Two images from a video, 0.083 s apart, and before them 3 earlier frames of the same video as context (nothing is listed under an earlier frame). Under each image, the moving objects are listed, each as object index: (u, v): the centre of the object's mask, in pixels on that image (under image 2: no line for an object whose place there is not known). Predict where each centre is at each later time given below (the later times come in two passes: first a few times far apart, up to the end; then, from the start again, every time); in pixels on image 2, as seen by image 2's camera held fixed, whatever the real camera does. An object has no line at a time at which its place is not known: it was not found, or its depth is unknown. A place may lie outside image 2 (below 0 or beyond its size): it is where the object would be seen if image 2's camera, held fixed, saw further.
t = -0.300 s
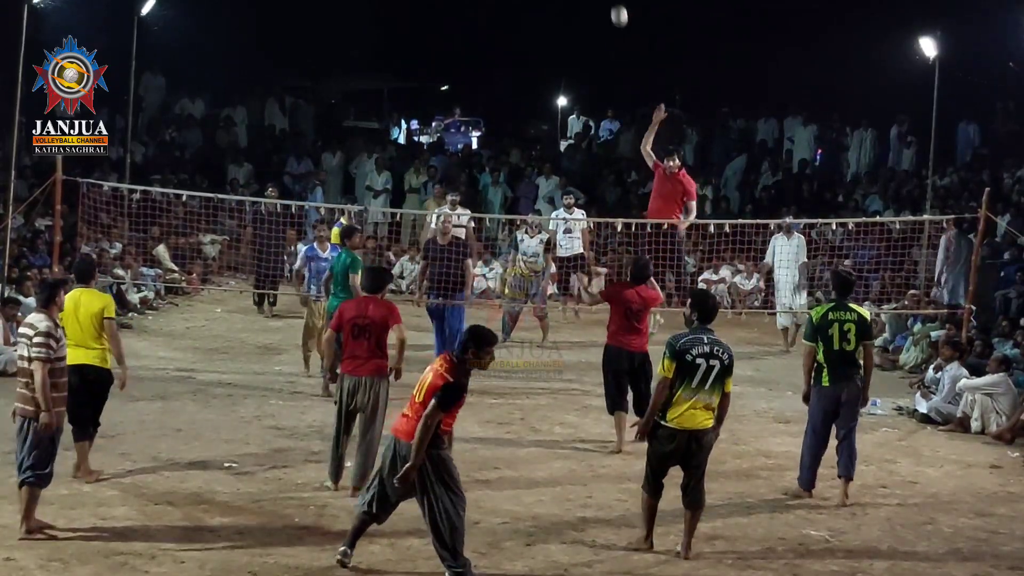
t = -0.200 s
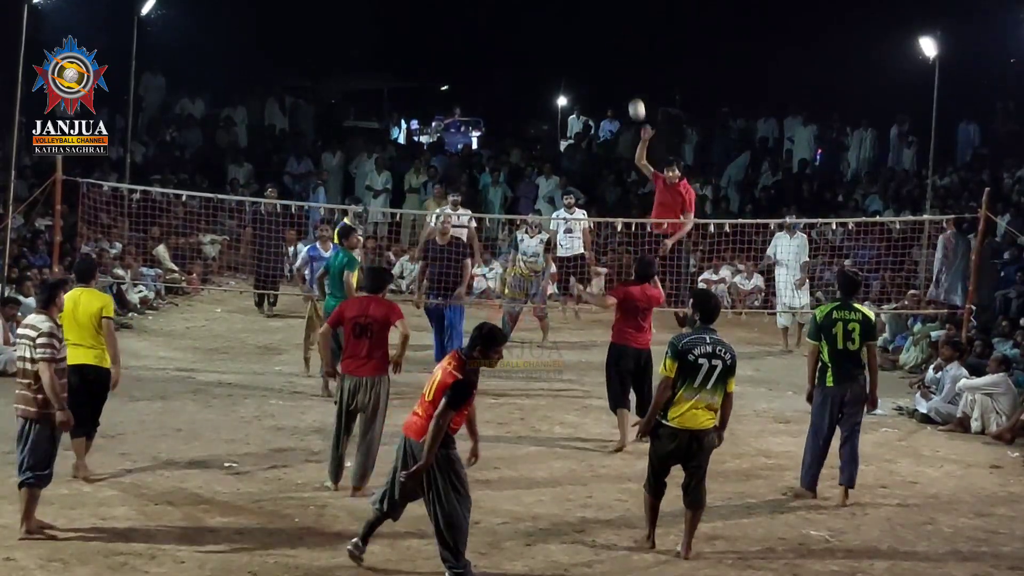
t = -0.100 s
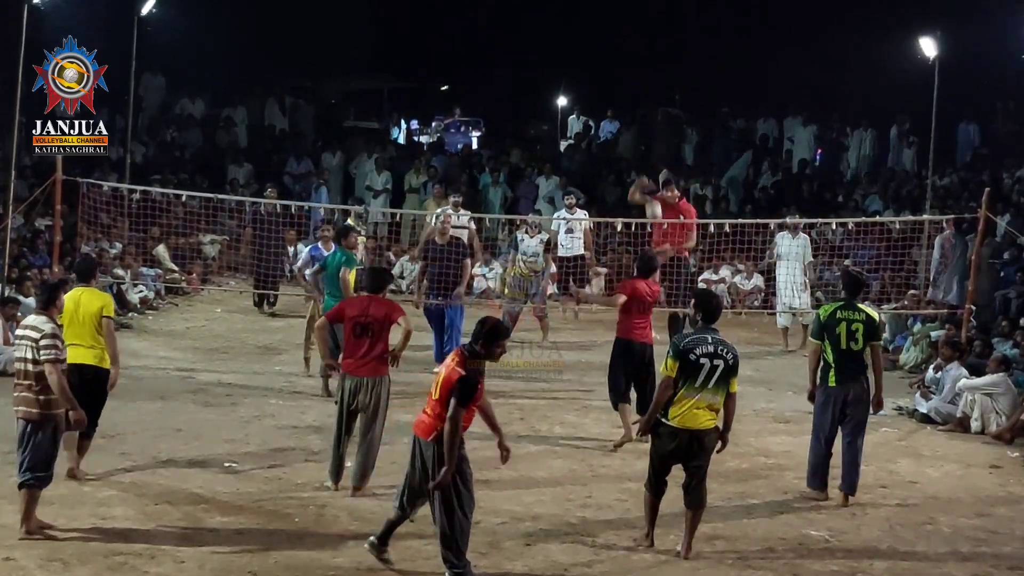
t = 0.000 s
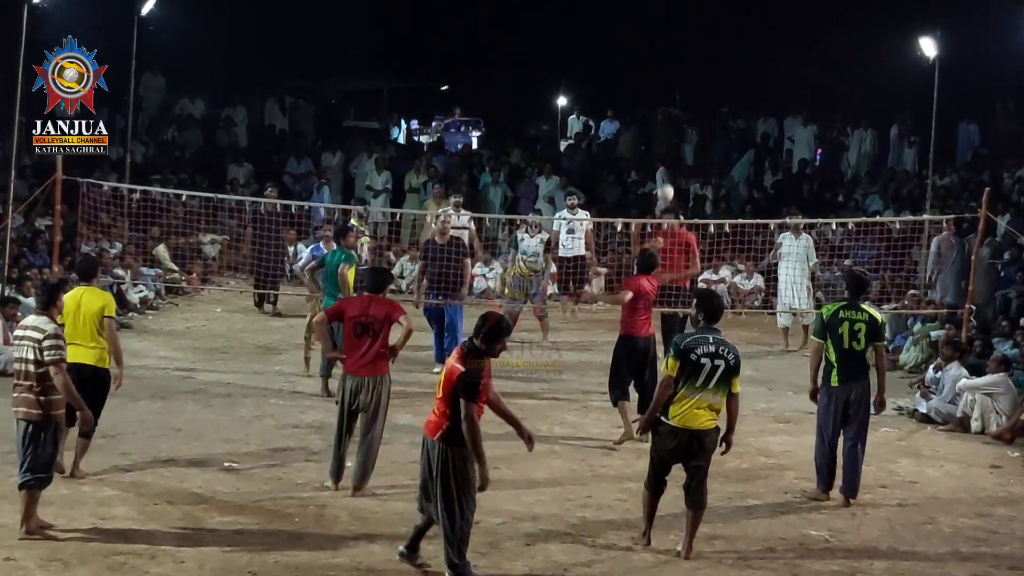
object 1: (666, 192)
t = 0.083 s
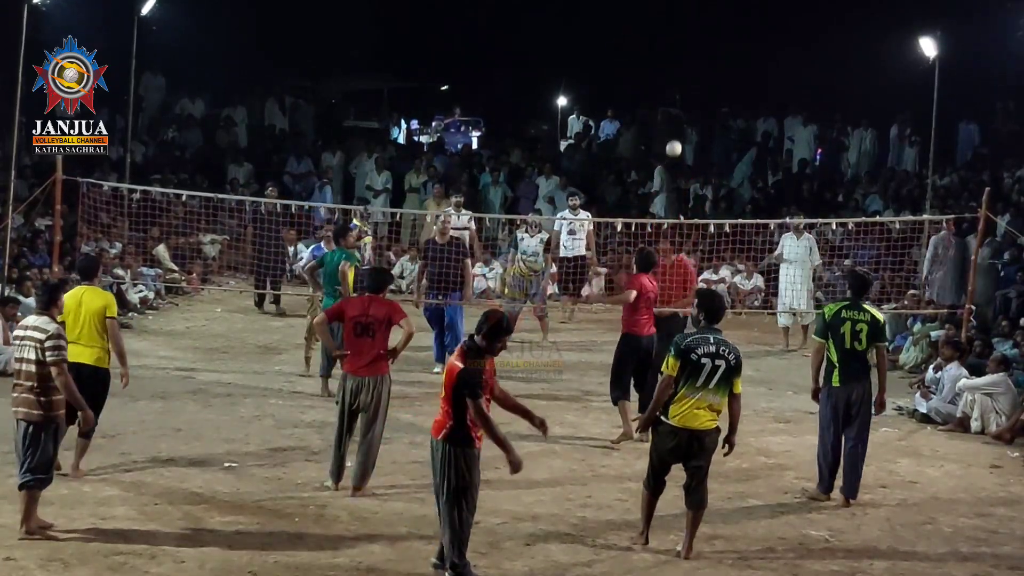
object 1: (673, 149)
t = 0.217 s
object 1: (685, 96)
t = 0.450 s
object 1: (703, 52)
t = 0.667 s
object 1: (717, 60)
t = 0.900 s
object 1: (728, 116)
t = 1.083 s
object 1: (735, 189)
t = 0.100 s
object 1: (675, 141)
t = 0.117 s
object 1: (677, 134)
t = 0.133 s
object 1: (678, 126)
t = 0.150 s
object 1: (680, 120)
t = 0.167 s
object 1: (681, 114)
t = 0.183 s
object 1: (683, 107)
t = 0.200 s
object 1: (684, 101)
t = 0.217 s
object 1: (685, 96)
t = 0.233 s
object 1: (687, 91)
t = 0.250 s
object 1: (688, 86)
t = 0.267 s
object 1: (689, 82)
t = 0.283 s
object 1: (691, 78)
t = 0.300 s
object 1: (692, 74)
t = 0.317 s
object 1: (693, 70)
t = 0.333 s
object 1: (695, 67)
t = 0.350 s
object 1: (696, 64)
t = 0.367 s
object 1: (697, 61)
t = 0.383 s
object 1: (699, 59)
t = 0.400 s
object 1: (700, 57)
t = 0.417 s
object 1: (701, 55)
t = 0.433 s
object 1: (702, 53)
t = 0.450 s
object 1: (703, 52)
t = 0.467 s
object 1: (704, 51)
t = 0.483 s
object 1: (705, 51)
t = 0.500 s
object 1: (707, 50)
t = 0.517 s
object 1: (708, 50)
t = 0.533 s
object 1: (709, 50)
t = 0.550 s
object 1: (710, 50)
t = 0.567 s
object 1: (711, 51)
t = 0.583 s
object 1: (712, 52)
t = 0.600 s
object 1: (713, 53)
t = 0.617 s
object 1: (714, 55)
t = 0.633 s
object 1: (715, 56)
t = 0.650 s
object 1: (716, 58)
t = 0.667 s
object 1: (717, 60)
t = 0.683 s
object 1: (718, 63)
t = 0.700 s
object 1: (719, 65)
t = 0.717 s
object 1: (719, 68)
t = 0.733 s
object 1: (720, 72)
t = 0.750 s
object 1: (721, 75)
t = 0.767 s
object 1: (722, 79)
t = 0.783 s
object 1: (723, 83)
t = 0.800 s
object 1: (723, 87)
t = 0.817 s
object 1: (724, 91)
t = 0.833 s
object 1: (725, 96)
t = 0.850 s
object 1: (726, 101)
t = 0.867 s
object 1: (727, 105)
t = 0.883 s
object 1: (727, 111)
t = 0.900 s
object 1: (728, 116)
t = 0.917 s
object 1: (729, 121)
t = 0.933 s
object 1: (729, 127)
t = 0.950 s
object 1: (730, 133)
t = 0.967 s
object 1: (730, 139)
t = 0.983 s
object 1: (731, 146)
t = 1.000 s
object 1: (732, 153)
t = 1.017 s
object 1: (733, 159)
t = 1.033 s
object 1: (733, 166)
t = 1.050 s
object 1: (734, 174)
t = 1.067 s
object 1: (734, 181)
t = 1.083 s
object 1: (735, 189)
